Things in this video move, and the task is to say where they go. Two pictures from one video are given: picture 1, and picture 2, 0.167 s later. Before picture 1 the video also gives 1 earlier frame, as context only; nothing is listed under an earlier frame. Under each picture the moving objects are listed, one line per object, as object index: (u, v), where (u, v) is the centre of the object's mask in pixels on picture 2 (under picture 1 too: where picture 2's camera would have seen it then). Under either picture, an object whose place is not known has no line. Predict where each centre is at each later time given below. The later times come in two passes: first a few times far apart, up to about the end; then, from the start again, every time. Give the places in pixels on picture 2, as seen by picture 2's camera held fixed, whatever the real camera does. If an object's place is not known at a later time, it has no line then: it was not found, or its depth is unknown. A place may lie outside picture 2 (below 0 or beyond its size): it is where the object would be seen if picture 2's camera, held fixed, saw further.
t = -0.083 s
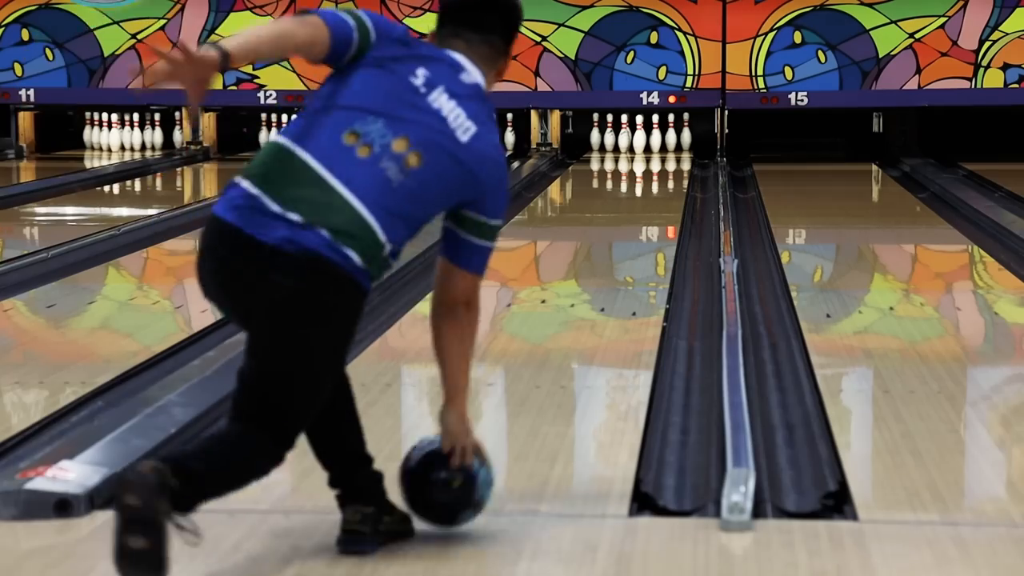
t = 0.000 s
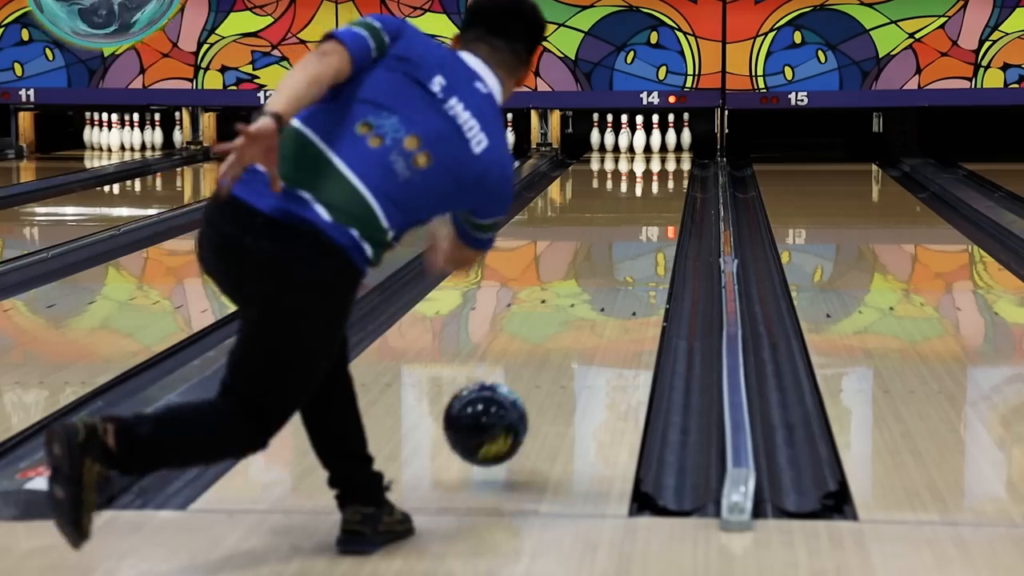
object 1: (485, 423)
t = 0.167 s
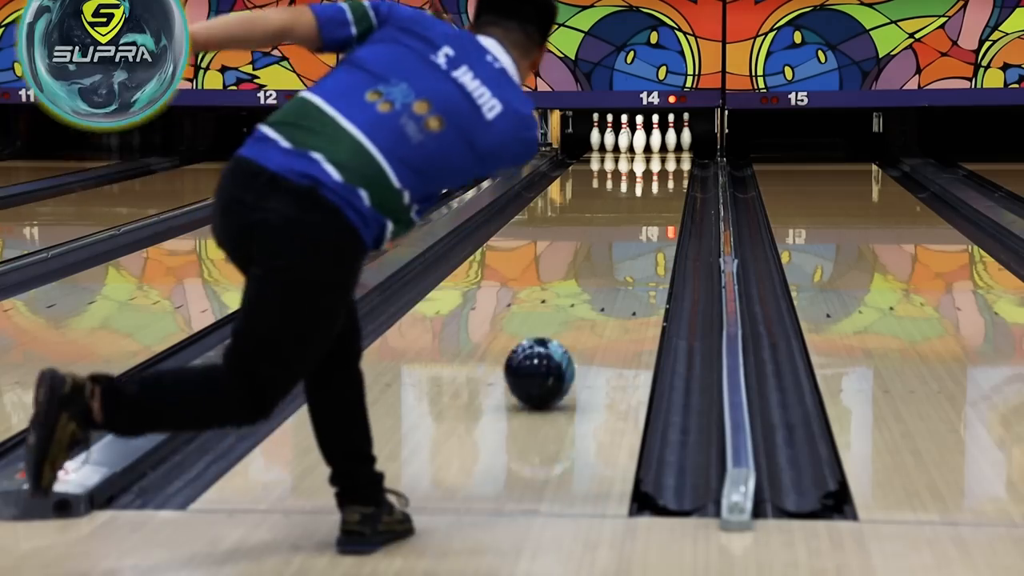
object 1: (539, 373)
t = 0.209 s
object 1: (549, 360)
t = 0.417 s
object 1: (590, 306)
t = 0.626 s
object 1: (619, 267)
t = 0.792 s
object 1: (635, 244)
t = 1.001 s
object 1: (650, 221)
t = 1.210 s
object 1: (661, 203)
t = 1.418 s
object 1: (669, 189)
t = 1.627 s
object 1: (673, 177)
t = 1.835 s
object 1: (674, 166)
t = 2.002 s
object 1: (672, 159)
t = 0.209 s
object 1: (549, 360)
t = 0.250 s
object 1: (559, 347)
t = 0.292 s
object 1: (568, 335)
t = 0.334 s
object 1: (576, 325)
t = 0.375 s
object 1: (584, 315)
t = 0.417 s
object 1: (590, 306)
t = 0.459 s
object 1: (597, 297)
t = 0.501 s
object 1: (603, 289)
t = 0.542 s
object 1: (608, 281)
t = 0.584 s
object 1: (614, 274)
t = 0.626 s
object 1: (619, 267)
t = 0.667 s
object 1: (623, 261)
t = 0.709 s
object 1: (627, 255)
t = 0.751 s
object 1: (631, 250)
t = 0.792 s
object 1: (635, 244)
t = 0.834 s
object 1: (639, 239)
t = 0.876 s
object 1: (642, 234)
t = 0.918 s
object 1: (645, 230)
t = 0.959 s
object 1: (648, 225)
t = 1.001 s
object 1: (650, 221)
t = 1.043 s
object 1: (653, 217)
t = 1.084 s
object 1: (655, 213)
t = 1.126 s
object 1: (657, 210)
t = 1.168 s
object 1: (659, 207)
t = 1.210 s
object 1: (661, 203)
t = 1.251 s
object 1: (663, 200)
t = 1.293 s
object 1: (664, 197)
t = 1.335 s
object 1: (666, 194)
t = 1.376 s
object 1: (667, 191)
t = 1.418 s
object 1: (669, 189)
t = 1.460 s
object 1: (670, 186)
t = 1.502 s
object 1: (671, 183)
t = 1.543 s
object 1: (672, 181)
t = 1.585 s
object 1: (673, 179)
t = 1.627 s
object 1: (673, 177)
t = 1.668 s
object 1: (674, 174)
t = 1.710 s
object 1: (674, 172)
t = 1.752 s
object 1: (674, 170)
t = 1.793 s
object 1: (674, 168)
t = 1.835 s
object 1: (674, 166)
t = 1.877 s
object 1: (674, 164)
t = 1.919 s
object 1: (674, 163)
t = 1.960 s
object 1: (673, 161)
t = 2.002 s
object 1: (672, 159)
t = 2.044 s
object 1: (671, 158)
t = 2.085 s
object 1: (671, 156)
